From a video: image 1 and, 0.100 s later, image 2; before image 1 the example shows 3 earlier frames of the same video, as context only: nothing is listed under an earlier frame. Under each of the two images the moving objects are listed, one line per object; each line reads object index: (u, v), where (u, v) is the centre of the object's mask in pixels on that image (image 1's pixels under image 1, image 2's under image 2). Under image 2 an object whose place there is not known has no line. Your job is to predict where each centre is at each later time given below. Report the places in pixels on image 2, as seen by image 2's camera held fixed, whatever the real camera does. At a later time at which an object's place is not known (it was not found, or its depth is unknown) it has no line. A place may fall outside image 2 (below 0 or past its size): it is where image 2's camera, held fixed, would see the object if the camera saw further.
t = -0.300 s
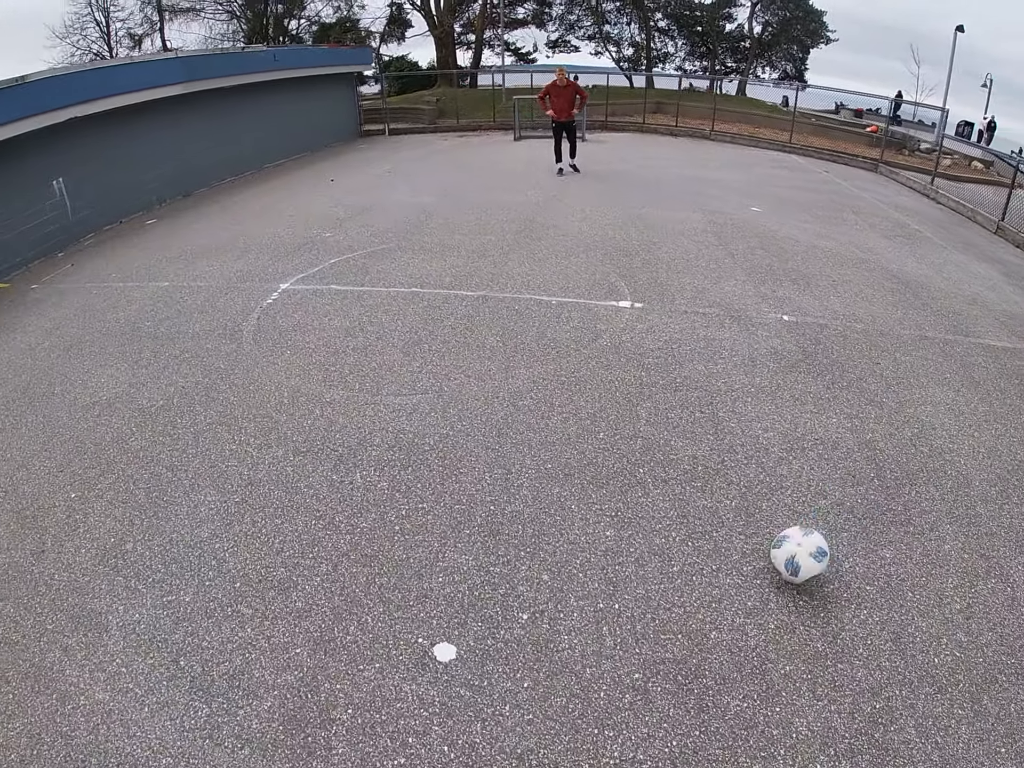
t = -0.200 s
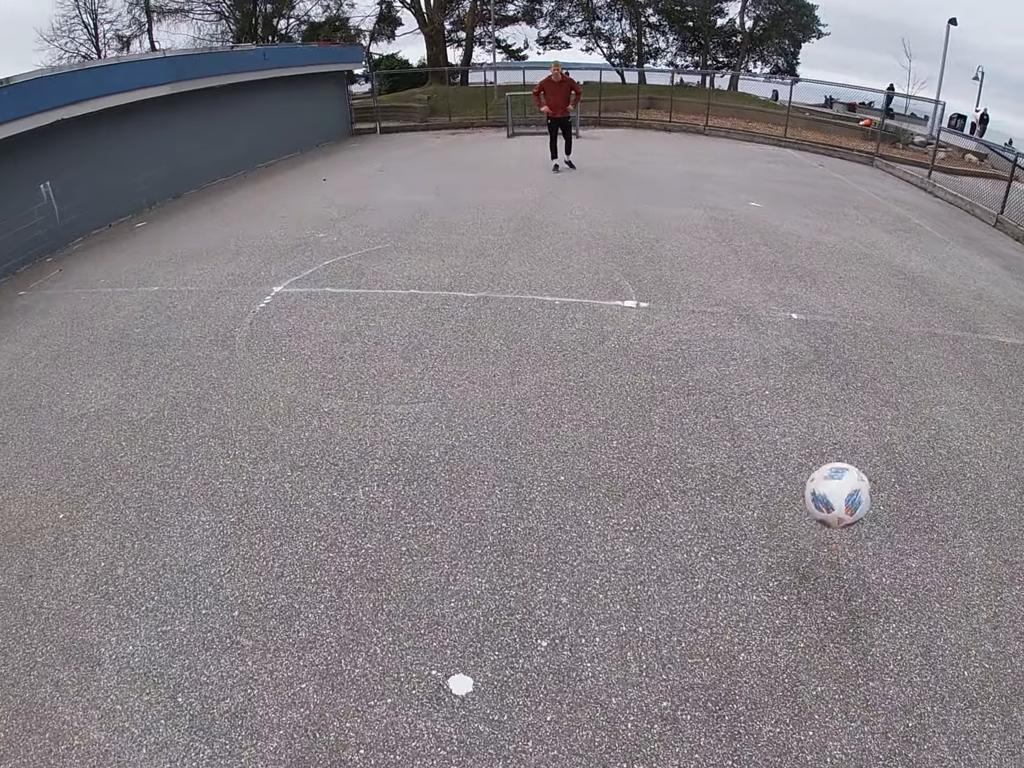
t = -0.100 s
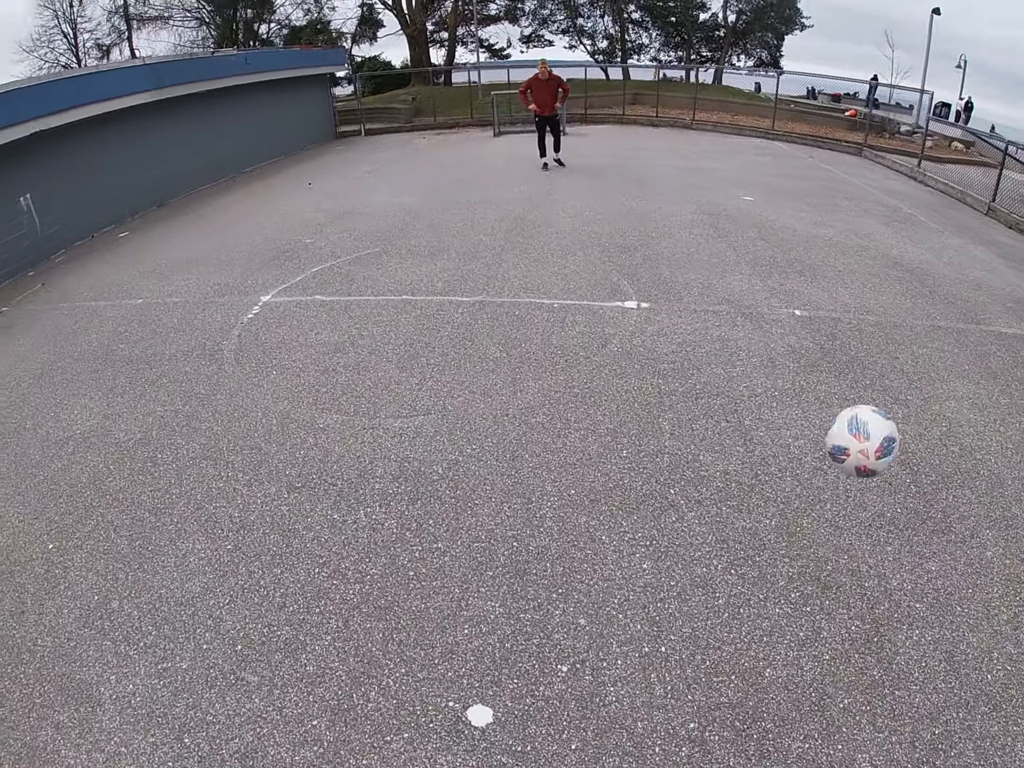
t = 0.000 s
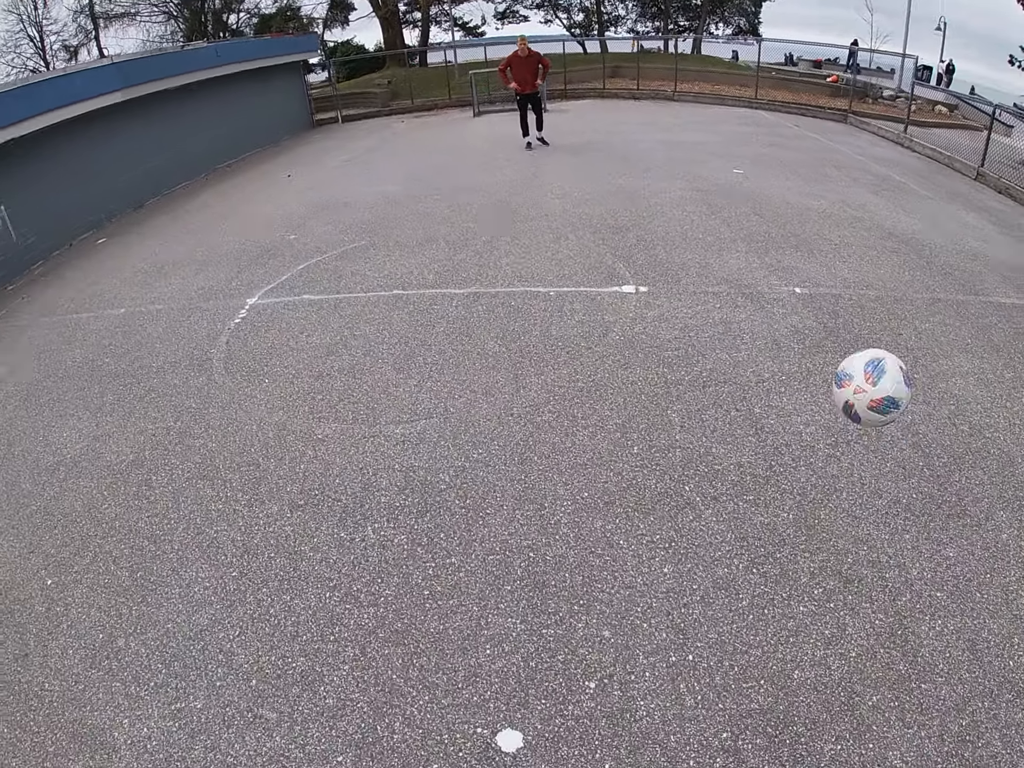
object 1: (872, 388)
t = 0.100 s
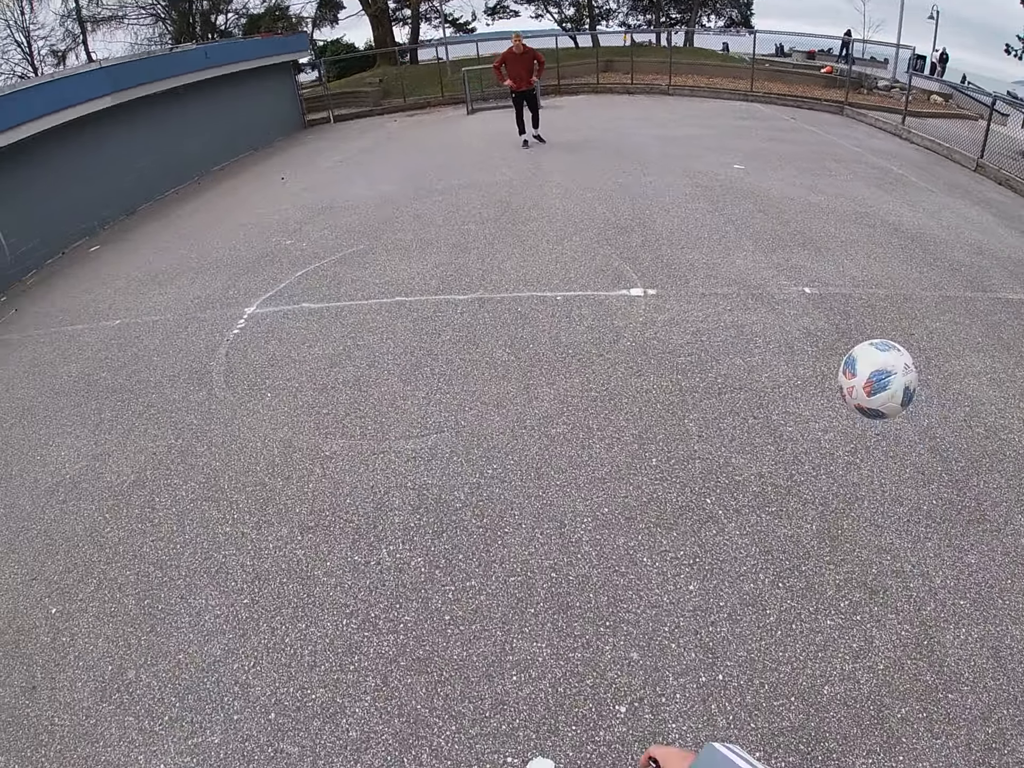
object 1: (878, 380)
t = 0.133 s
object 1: (872, 380)
